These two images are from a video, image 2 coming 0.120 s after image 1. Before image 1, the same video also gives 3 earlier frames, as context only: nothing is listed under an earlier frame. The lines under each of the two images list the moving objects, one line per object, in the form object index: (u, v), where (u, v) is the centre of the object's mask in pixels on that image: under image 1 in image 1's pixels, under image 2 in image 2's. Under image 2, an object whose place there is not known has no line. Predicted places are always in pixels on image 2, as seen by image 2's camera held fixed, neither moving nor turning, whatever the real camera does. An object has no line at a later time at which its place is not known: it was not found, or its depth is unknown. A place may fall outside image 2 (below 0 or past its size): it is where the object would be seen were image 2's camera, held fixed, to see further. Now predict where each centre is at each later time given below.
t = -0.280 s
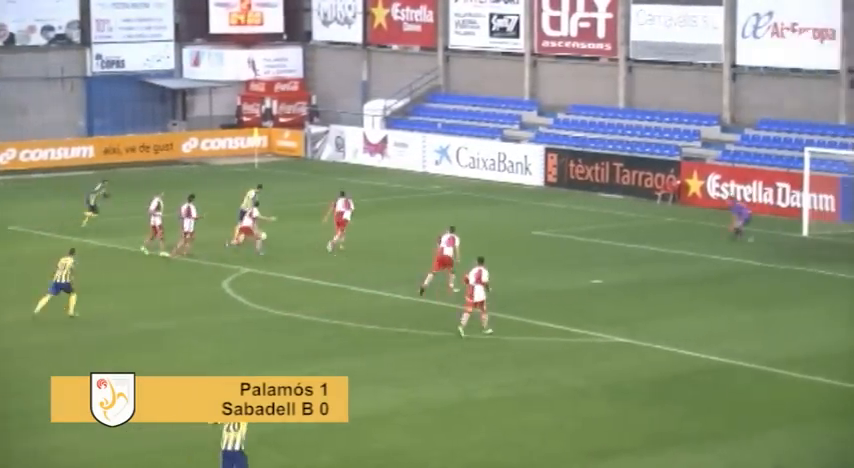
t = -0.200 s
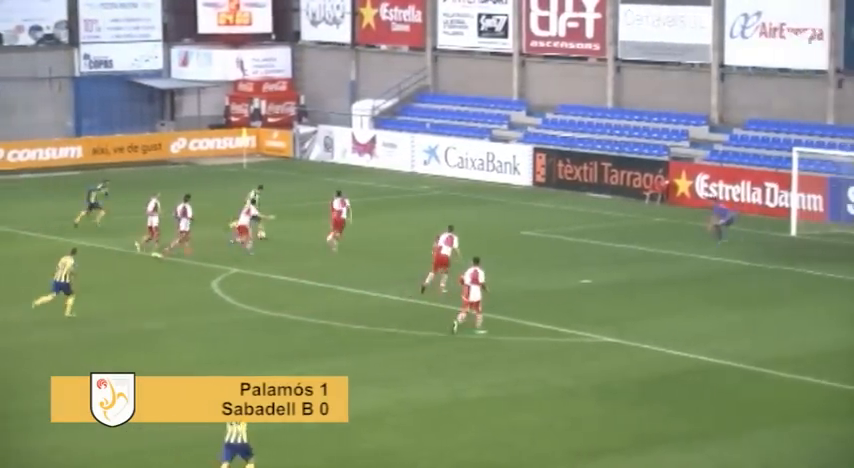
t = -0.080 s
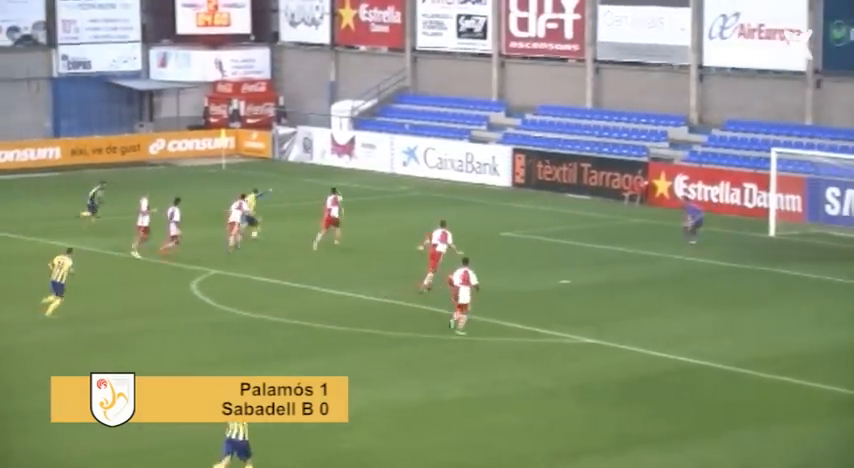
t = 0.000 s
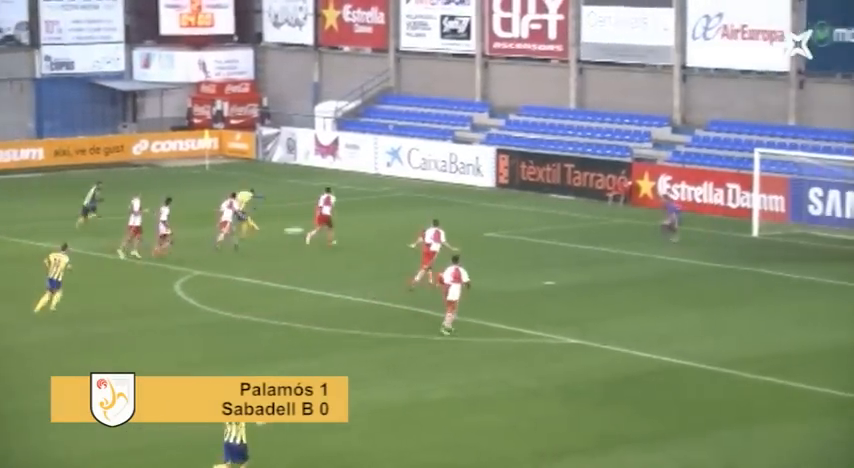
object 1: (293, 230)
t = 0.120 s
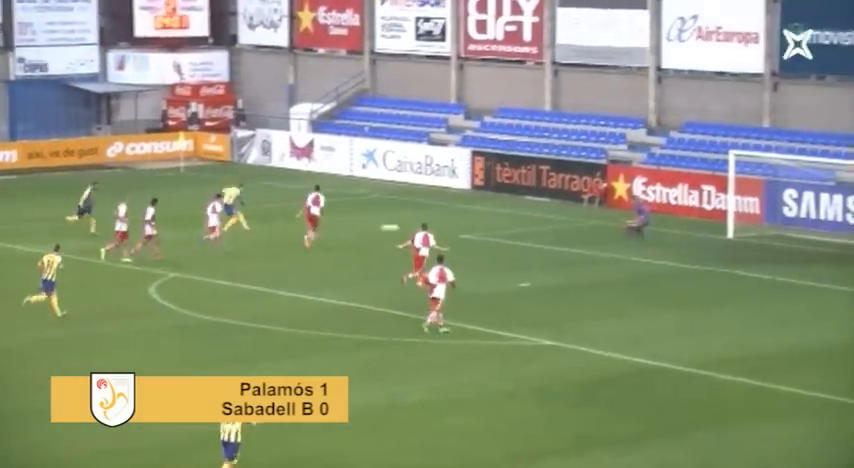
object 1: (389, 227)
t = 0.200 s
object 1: (467, 228)
